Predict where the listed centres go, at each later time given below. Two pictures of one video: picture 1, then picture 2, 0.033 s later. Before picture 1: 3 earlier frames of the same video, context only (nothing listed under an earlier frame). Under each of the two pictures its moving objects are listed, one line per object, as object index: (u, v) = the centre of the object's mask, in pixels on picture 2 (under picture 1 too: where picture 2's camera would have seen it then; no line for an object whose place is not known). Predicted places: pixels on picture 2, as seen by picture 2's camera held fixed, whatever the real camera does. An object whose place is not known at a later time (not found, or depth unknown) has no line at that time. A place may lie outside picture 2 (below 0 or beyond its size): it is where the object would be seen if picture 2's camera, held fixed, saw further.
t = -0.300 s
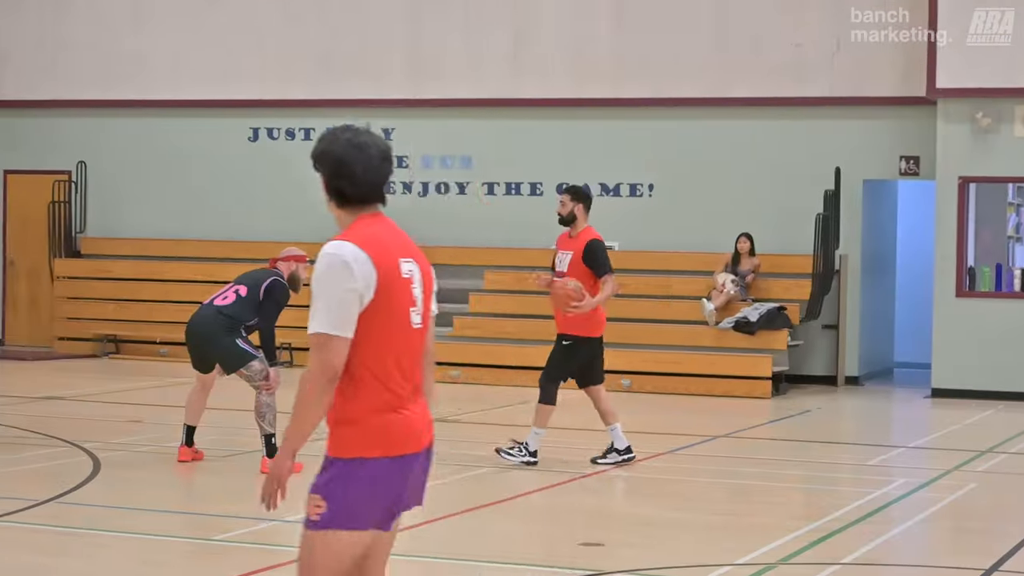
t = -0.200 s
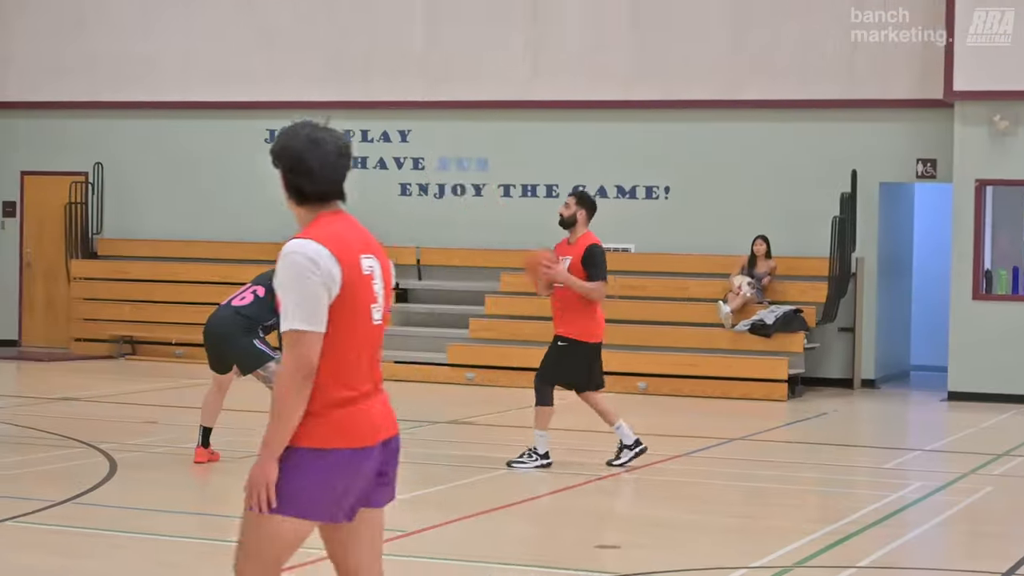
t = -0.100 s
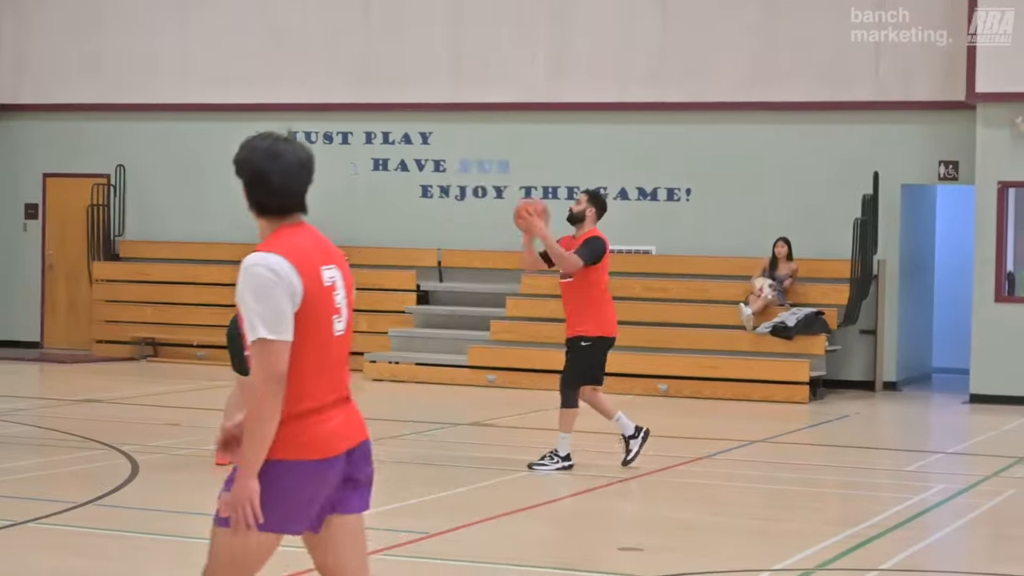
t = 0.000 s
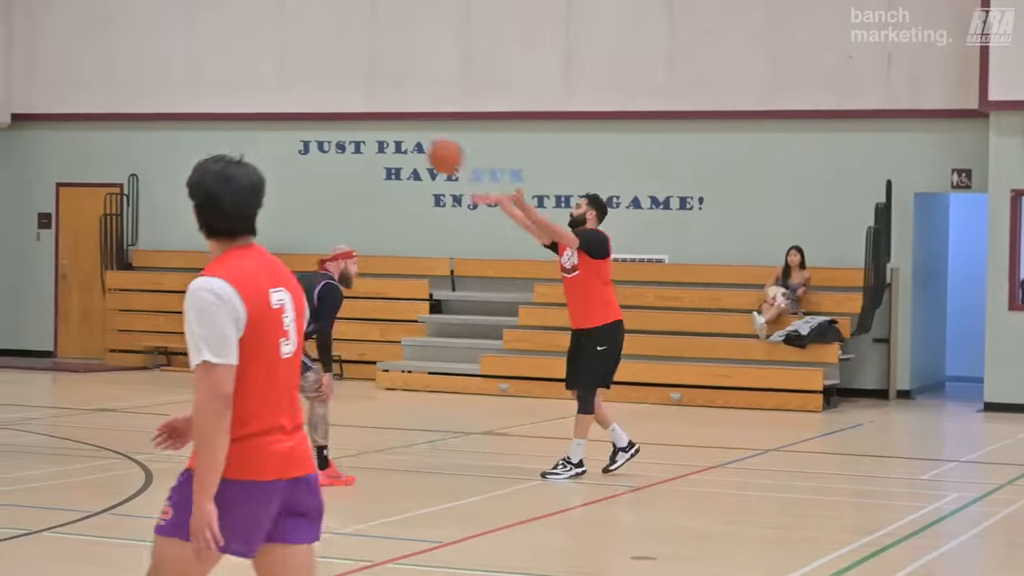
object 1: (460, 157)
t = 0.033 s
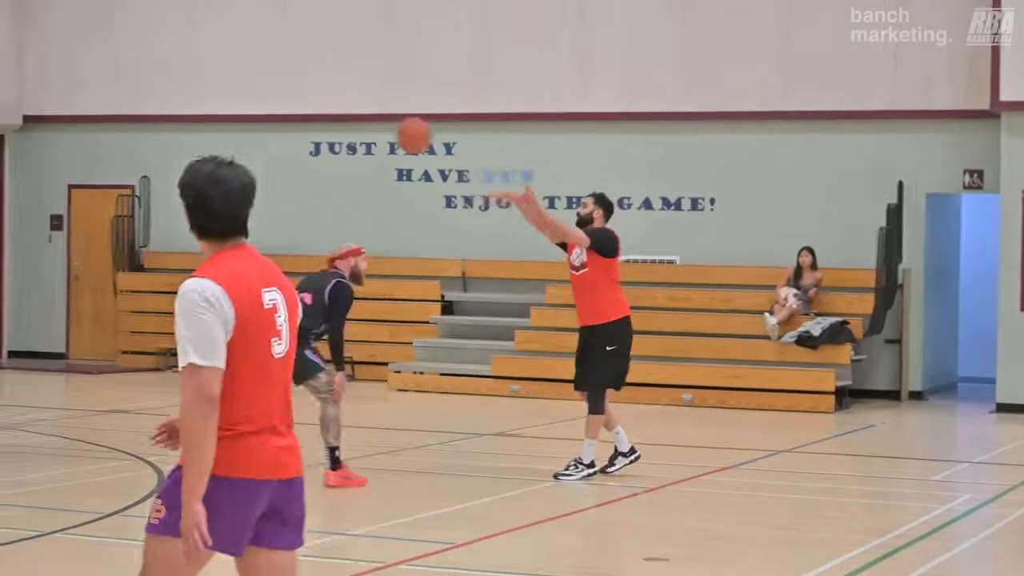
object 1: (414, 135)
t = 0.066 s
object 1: (371, 116)
